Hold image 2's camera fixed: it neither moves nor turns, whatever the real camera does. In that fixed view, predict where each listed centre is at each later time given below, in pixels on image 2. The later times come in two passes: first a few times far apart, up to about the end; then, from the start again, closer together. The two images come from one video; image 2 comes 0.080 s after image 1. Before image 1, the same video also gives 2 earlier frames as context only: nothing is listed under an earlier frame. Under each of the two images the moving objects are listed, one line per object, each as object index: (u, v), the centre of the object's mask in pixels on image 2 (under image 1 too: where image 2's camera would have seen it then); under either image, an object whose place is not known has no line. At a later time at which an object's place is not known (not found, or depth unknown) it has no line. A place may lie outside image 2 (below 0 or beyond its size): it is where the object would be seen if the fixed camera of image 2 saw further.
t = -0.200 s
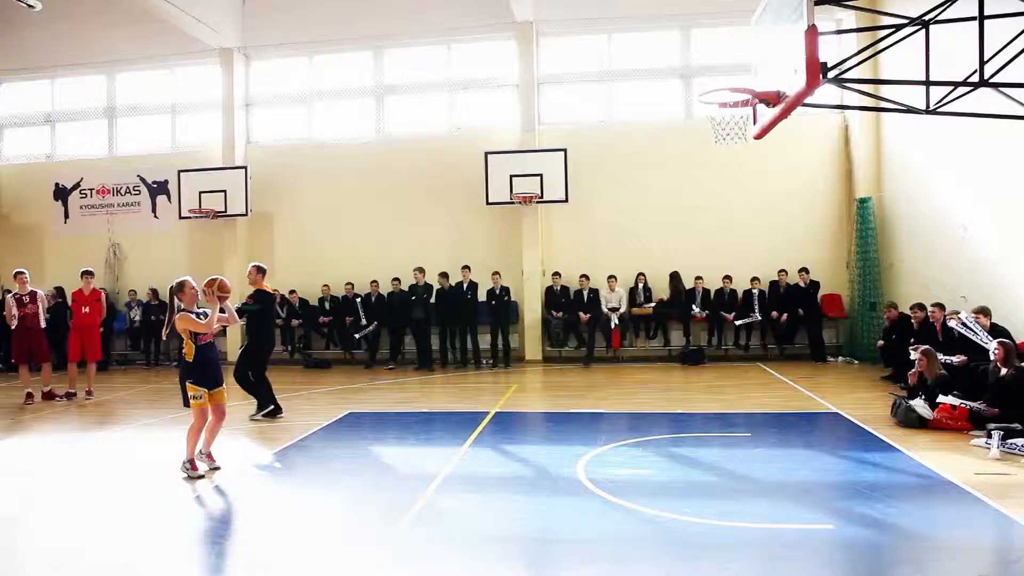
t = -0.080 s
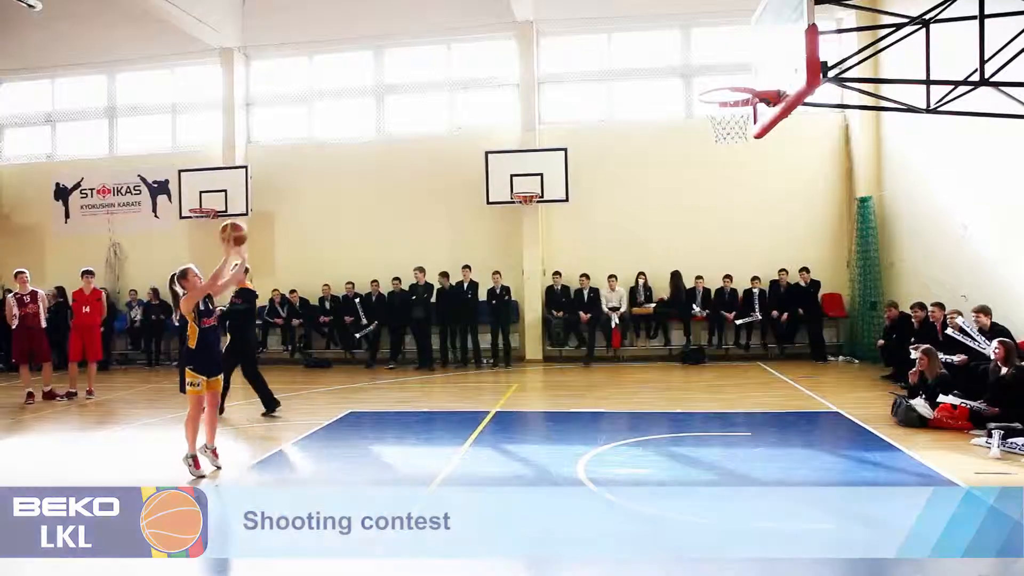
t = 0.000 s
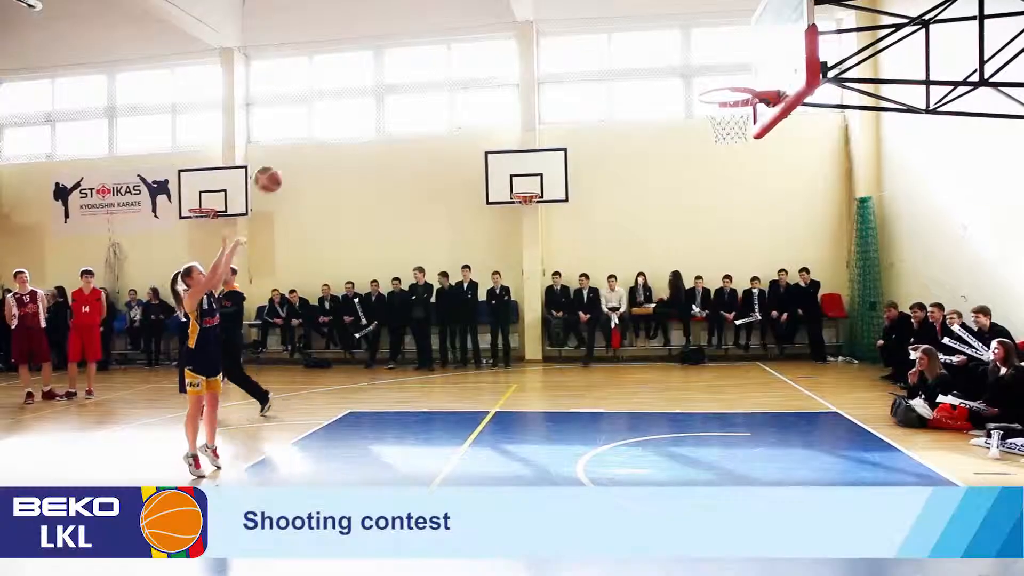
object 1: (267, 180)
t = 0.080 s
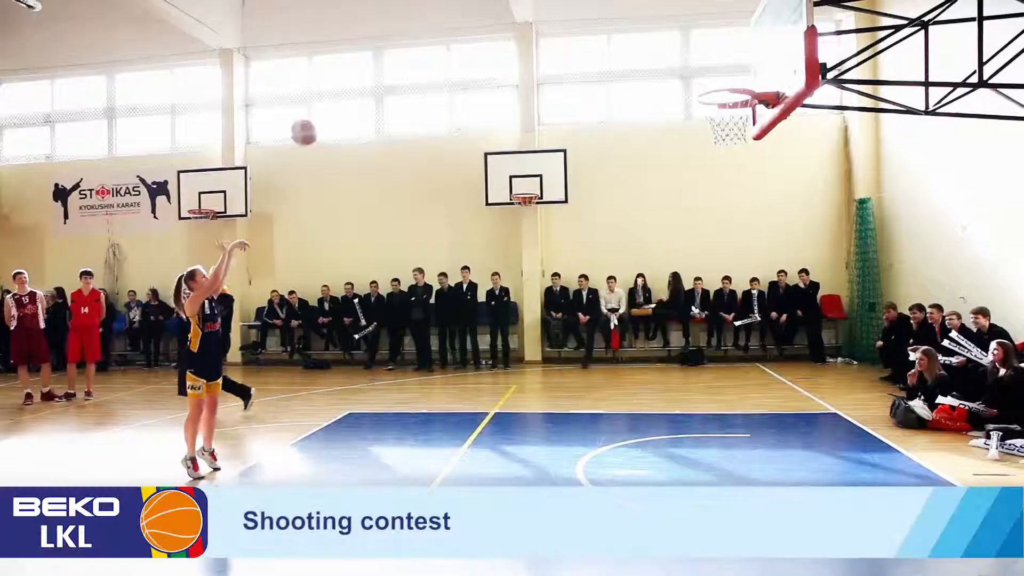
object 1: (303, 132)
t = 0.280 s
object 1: (396, 40)
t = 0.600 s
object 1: (547, 0)
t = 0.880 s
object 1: (685, 48)
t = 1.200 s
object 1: (708, 201)
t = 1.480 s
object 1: (665, 397)
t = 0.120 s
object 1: (321, 109)
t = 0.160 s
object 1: (340, 90)
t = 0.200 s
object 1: (359, 72)
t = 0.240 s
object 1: (377, 55)
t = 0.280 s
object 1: (396, 40)
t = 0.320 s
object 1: (415, 28)
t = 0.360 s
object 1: (433, 17)
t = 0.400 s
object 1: (452, 9)
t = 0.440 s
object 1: (470, 5)
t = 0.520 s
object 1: (509, 1)
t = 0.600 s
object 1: (547, 0)
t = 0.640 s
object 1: (566, 1)
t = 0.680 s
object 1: (584, 3)
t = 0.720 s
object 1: (604, 6)
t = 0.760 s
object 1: (626, 12)
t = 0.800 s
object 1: (645, 22)
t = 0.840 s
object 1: (665, 33)
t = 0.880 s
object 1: (685, 48)
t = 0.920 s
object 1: (703, 65)
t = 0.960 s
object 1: (724, 81)
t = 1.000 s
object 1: (740, 102)
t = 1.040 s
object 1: (734, 122)
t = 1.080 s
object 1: (727, 139)
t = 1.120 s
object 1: (720, 158)
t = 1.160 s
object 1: (714, 179)
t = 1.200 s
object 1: (708, 201)
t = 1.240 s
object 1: (702, 224)
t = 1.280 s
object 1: (695, 249)
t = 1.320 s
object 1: (687, 275)
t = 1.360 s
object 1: (683, 303)
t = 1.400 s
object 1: (677, 333)
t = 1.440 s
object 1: (669, 363)
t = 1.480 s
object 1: (665, 397)
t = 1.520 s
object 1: (658, 430)
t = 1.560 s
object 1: (651, 433)
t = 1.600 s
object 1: (641, 410)
